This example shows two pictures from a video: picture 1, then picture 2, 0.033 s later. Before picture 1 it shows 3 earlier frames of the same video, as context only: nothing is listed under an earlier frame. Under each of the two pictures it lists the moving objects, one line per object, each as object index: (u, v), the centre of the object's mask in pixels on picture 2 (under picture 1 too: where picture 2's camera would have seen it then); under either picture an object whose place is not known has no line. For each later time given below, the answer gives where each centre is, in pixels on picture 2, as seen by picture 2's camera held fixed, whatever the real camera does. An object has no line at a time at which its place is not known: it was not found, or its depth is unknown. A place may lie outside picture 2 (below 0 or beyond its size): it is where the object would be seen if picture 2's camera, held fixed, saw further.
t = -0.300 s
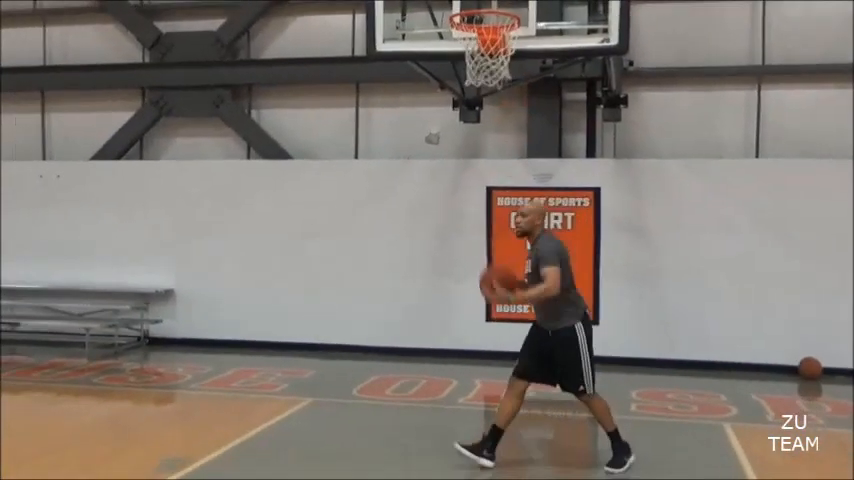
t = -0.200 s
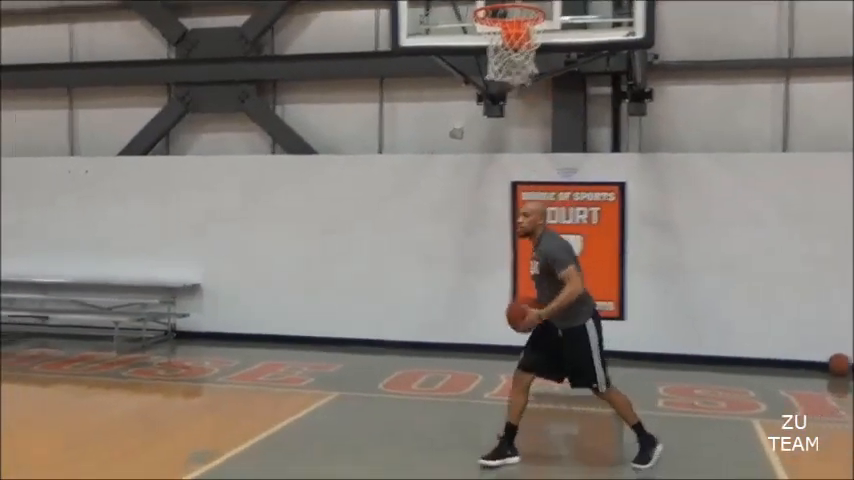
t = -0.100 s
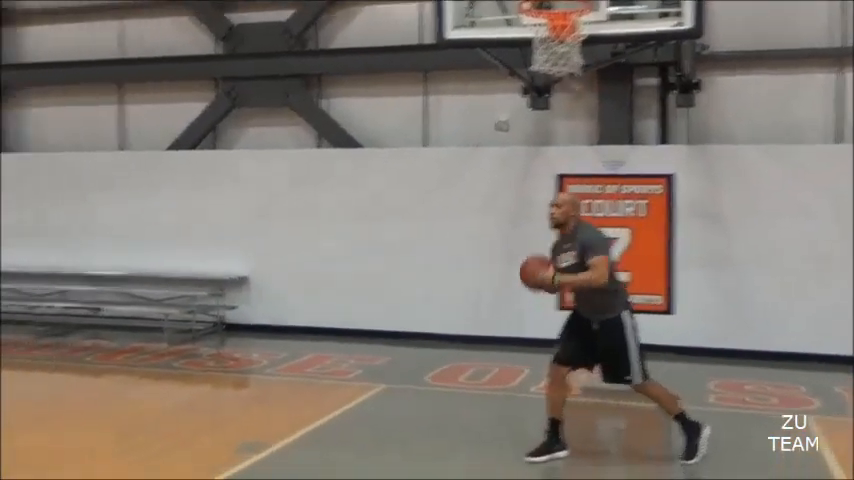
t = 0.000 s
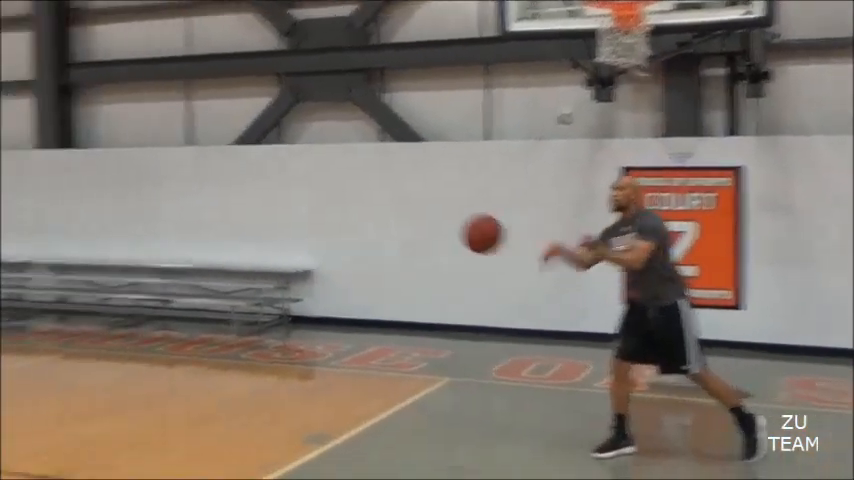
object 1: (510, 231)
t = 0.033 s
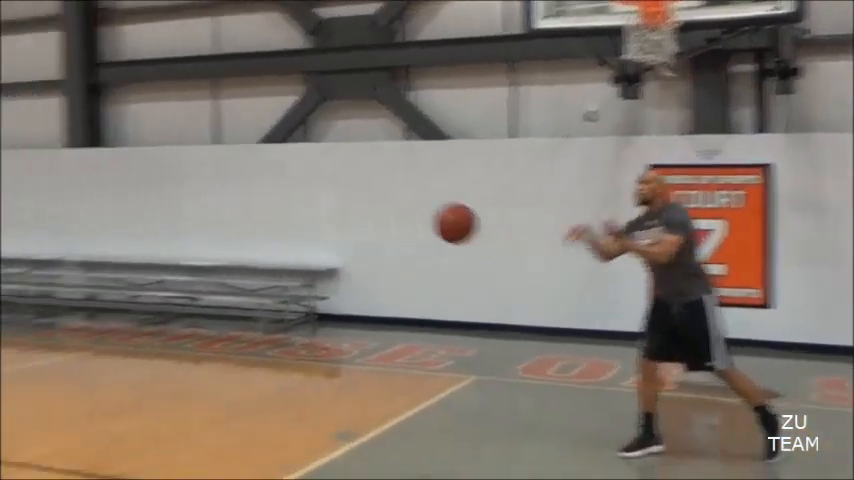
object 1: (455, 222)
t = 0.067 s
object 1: (393, 214)
